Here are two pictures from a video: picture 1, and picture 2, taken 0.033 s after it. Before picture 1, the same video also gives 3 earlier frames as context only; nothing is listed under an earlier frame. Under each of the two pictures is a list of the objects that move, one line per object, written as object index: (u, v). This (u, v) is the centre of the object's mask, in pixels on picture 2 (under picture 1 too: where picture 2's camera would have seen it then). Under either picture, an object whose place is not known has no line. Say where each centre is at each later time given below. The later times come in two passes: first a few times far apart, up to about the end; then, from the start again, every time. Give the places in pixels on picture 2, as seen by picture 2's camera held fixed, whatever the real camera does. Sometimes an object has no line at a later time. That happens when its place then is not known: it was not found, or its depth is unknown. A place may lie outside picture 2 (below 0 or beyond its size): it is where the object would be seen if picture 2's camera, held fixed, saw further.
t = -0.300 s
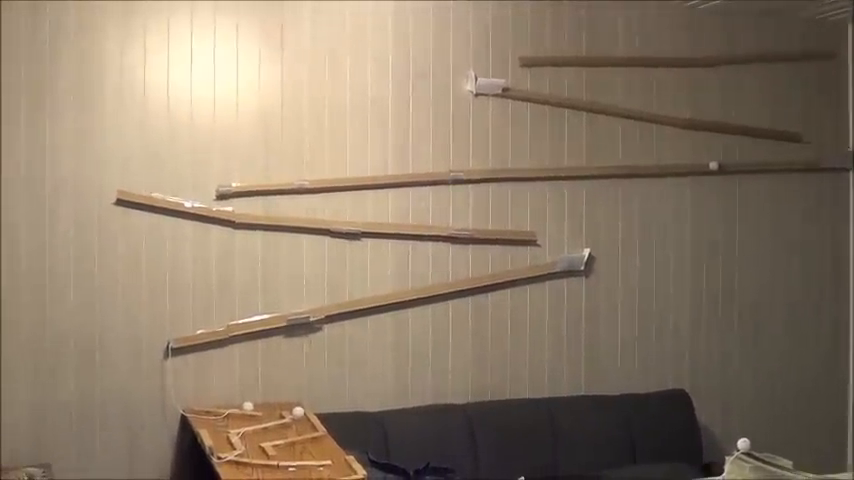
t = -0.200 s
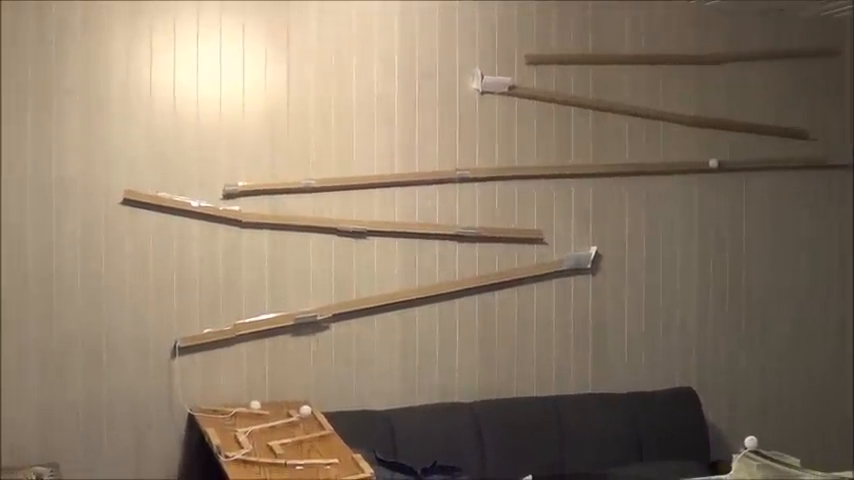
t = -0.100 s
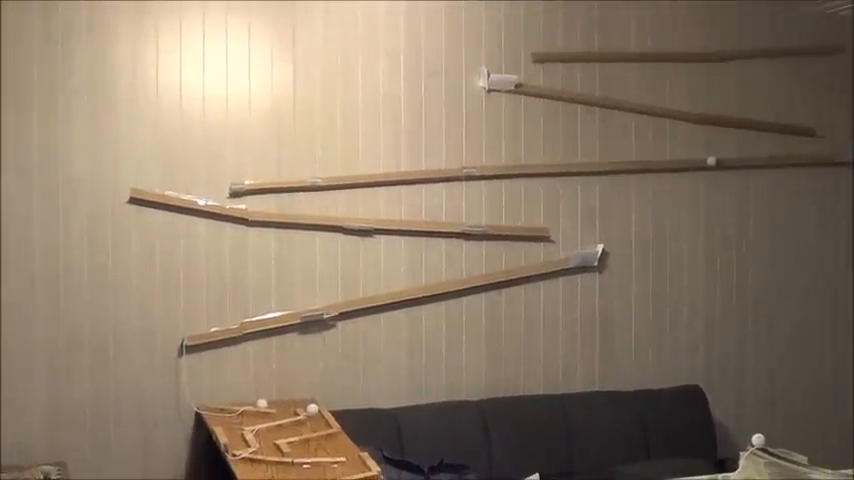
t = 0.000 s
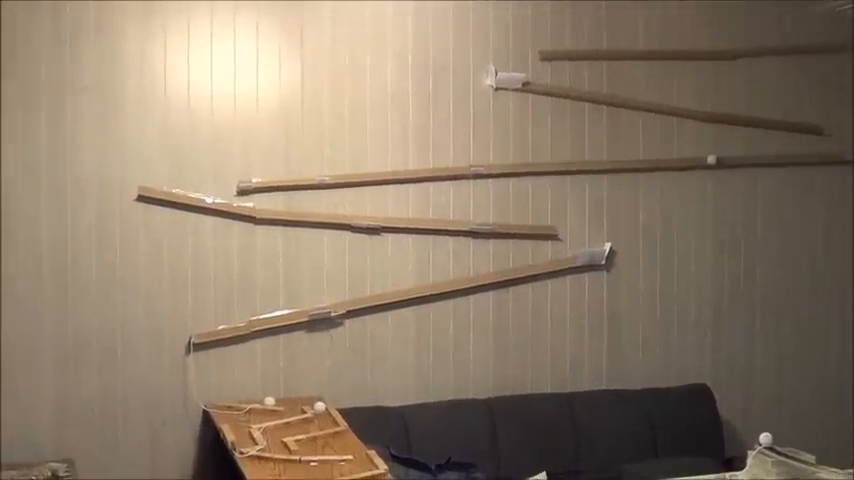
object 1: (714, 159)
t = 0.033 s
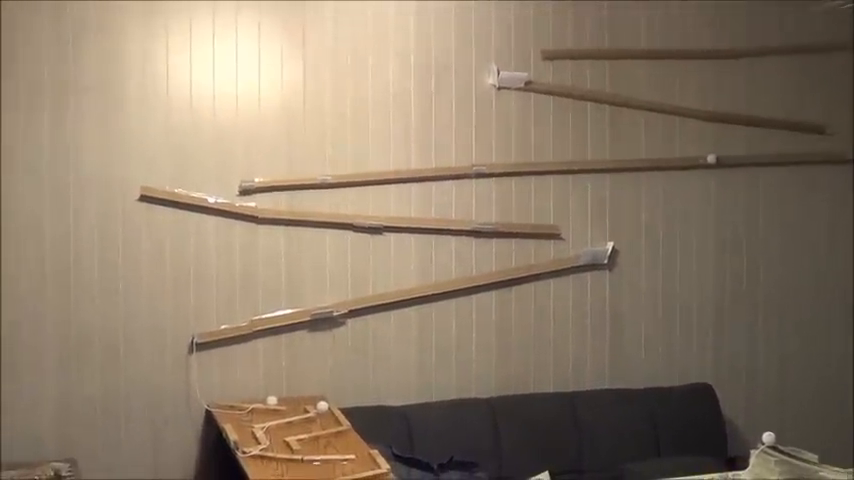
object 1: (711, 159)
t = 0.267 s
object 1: (692, 160)
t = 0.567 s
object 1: (665, 160)
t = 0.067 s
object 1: (708, 159)
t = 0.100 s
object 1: (705, 159)
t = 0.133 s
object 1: (703, 159)
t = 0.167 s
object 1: (700, 160)
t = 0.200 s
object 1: (697, 160)
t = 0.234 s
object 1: (694, 160)
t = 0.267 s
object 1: (692, 160)
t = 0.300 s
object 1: (689, 160)
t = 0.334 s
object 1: (686, 160)
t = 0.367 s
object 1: (683, 160)
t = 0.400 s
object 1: (680, 160)
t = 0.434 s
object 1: (677, 160)
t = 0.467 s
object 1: (674, 160)
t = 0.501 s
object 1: (671, 161)
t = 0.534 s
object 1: (668, 160)
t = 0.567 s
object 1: (665, 160)
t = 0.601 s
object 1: (661, 160)
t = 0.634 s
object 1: (658, 161)
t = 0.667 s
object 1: (655, 161)
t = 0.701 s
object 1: (652, 161)
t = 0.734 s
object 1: (649, 161)
